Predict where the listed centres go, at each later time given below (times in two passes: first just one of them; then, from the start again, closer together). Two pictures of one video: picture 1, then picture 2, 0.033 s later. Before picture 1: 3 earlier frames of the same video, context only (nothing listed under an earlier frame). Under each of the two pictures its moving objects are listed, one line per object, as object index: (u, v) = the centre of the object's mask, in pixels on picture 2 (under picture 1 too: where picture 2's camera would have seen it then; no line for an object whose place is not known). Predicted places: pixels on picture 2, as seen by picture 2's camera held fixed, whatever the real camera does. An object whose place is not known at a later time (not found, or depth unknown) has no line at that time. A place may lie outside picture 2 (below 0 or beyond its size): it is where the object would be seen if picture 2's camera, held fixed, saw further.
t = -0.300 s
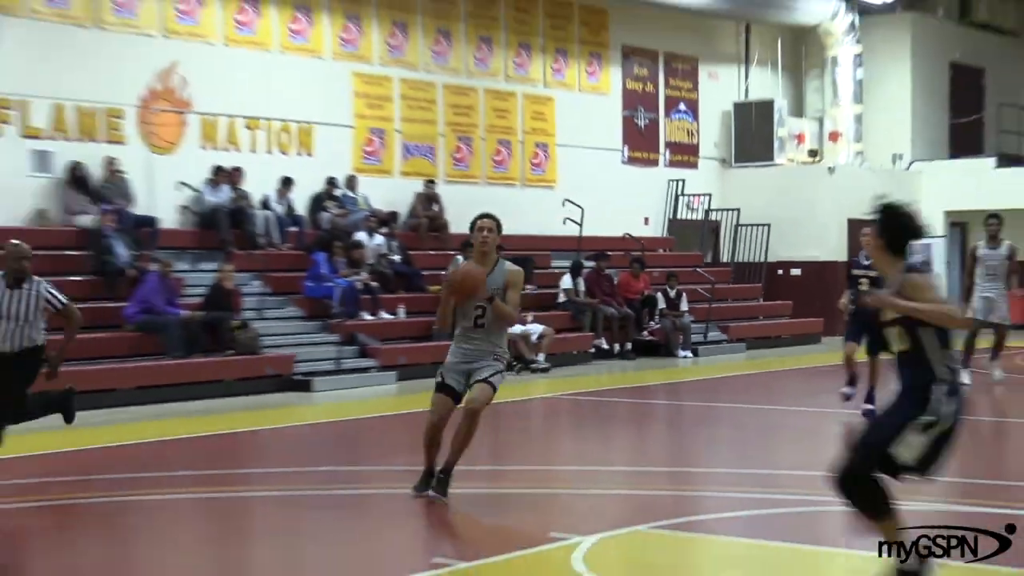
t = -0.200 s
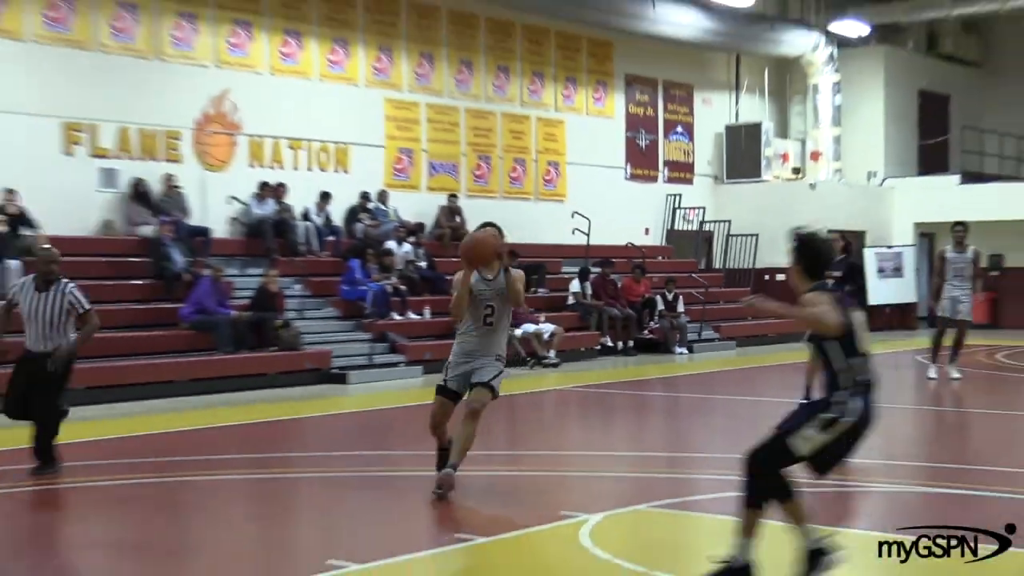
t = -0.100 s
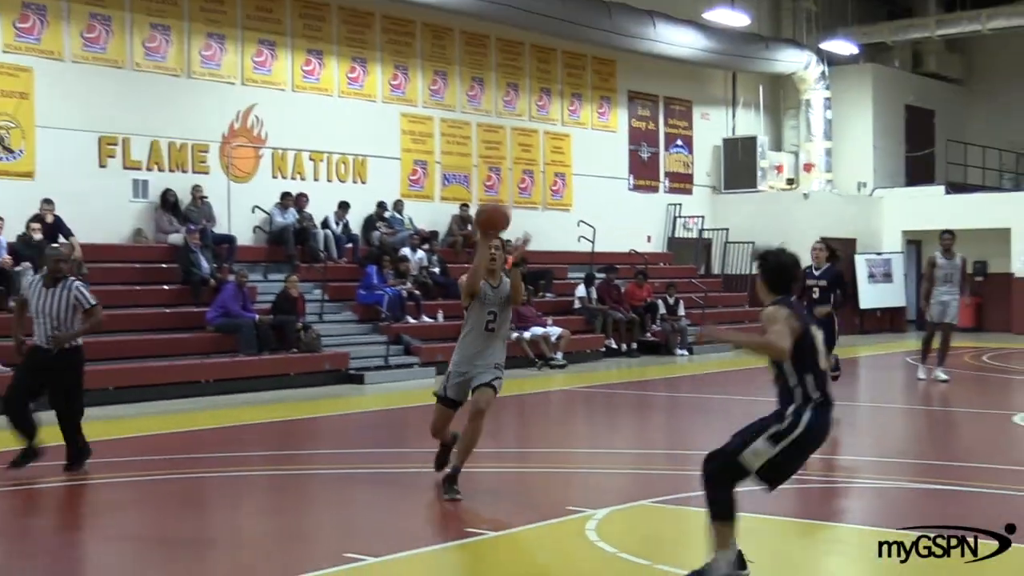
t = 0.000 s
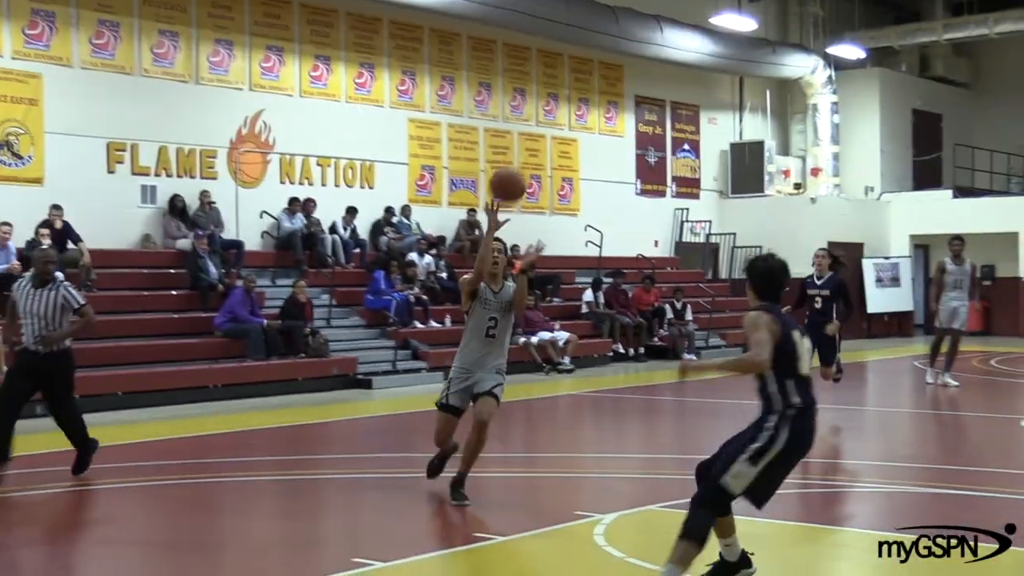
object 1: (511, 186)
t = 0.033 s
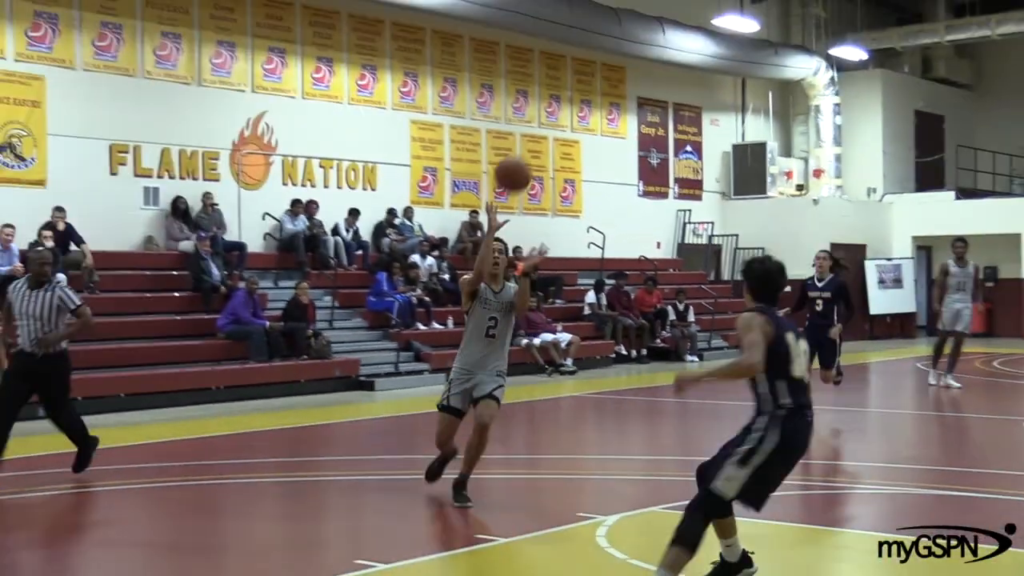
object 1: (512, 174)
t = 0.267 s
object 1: (549, 44)
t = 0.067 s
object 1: (514, 164)
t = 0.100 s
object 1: (517, 152)
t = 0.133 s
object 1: (522, 127)
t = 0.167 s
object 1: (528, 106)
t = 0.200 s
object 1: (535, 82)
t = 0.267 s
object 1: (549, 44)
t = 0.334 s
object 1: (570, 15)
